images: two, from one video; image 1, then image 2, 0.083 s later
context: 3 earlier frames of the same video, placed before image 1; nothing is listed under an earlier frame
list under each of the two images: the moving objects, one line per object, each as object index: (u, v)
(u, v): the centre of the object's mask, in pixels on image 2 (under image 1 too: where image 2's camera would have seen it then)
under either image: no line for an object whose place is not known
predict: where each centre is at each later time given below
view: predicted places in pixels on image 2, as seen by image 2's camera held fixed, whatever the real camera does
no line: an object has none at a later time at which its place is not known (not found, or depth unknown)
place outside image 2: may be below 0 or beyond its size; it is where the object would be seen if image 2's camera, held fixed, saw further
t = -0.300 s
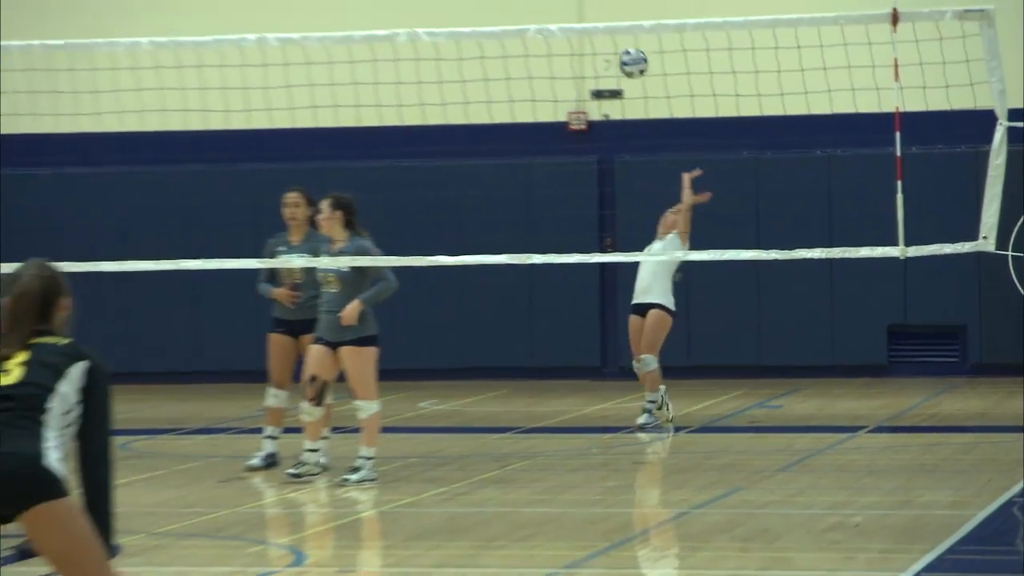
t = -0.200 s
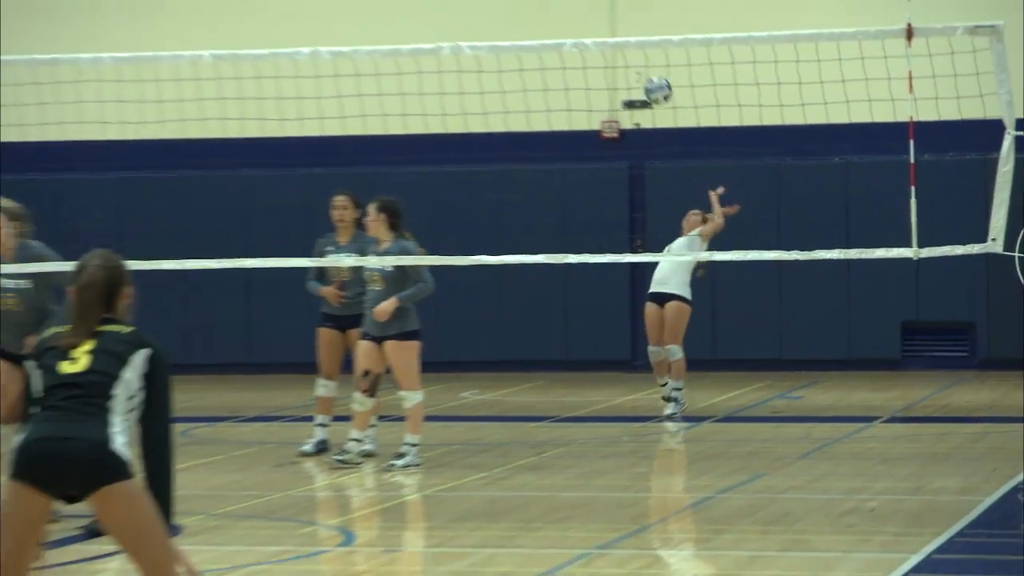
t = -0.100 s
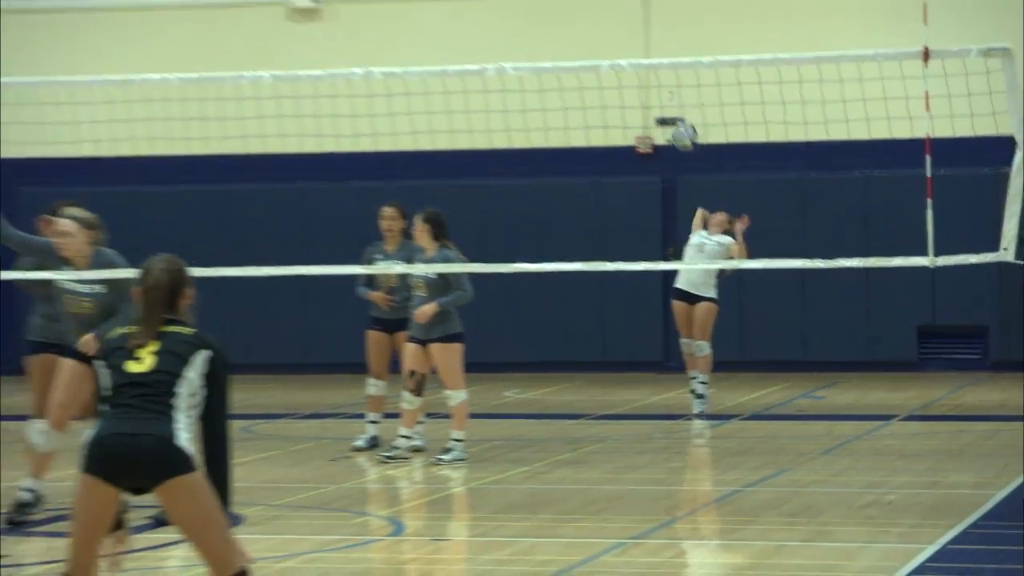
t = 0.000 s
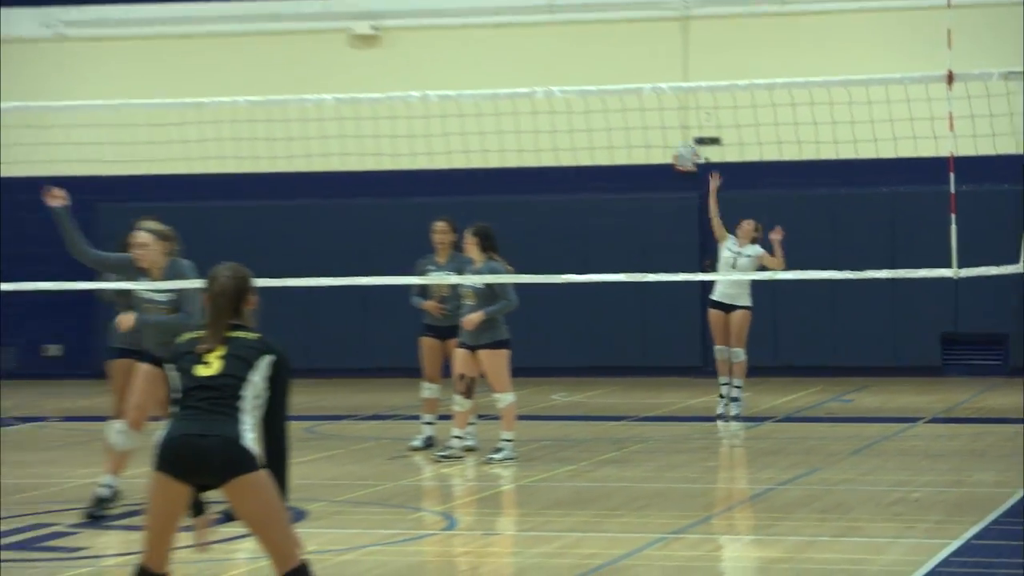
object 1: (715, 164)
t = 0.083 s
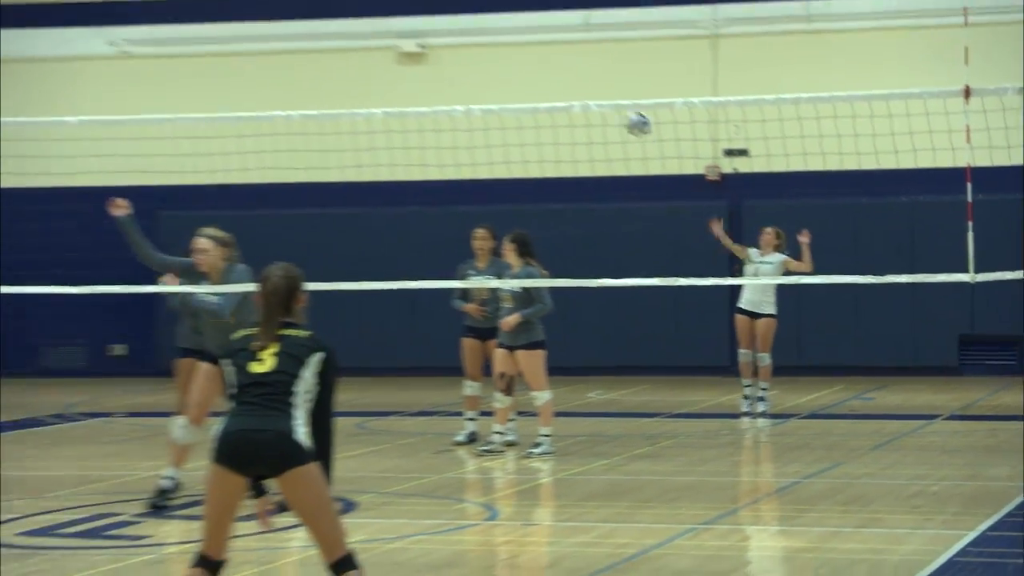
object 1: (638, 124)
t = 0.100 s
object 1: (623, 120)
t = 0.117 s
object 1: (608, 112)
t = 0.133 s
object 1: (588, 96)
